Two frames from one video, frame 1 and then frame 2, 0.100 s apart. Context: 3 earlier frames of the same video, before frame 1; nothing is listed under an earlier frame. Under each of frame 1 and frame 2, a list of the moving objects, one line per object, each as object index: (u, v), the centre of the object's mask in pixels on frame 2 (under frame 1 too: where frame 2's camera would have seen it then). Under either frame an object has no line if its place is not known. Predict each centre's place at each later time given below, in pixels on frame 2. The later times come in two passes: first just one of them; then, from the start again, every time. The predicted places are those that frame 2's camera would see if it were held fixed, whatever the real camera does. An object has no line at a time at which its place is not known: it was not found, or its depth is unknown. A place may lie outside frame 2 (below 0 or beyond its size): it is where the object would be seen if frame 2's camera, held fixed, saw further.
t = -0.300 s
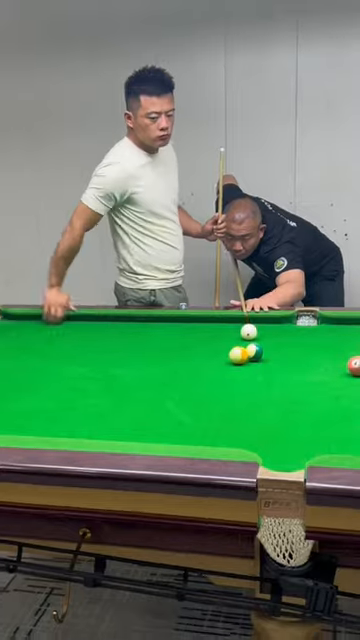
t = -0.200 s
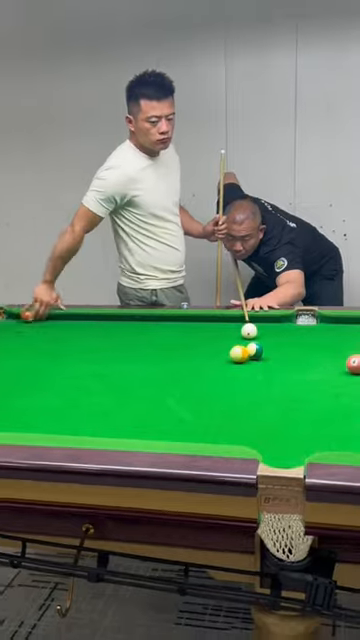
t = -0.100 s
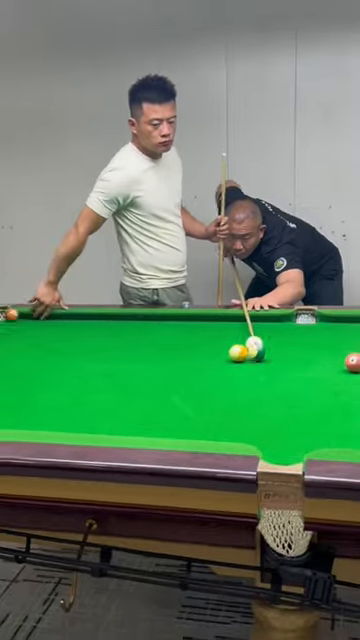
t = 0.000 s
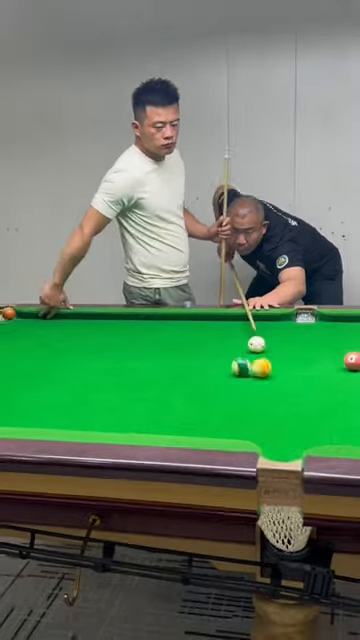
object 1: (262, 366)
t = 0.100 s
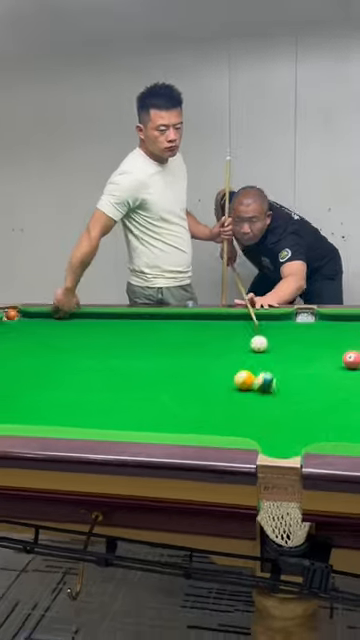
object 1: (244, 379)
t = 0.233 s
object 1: (265, 405)
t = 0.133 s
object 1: (251, 379)
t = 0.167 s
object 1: (266, 388)
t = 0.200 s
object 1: (270, 397)
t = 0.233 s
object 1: (265, 405)
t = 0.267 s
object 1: (255, 410)
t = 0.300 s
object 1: (251, 410)
